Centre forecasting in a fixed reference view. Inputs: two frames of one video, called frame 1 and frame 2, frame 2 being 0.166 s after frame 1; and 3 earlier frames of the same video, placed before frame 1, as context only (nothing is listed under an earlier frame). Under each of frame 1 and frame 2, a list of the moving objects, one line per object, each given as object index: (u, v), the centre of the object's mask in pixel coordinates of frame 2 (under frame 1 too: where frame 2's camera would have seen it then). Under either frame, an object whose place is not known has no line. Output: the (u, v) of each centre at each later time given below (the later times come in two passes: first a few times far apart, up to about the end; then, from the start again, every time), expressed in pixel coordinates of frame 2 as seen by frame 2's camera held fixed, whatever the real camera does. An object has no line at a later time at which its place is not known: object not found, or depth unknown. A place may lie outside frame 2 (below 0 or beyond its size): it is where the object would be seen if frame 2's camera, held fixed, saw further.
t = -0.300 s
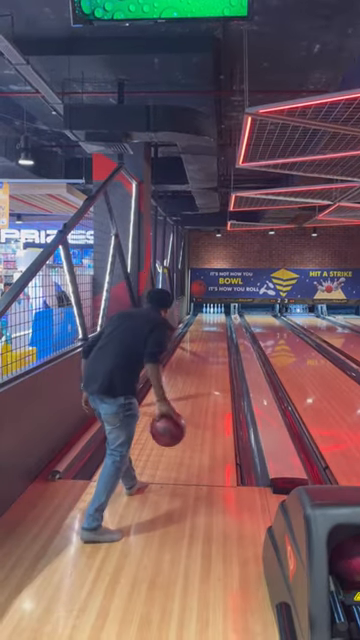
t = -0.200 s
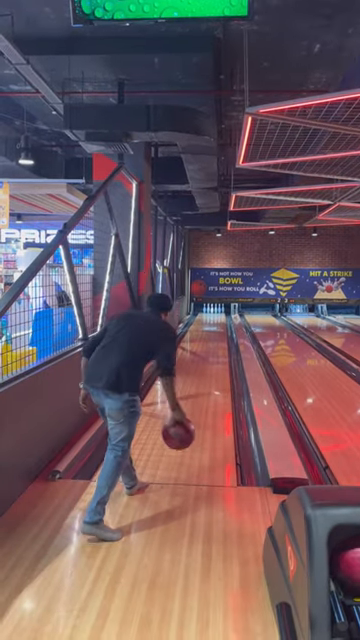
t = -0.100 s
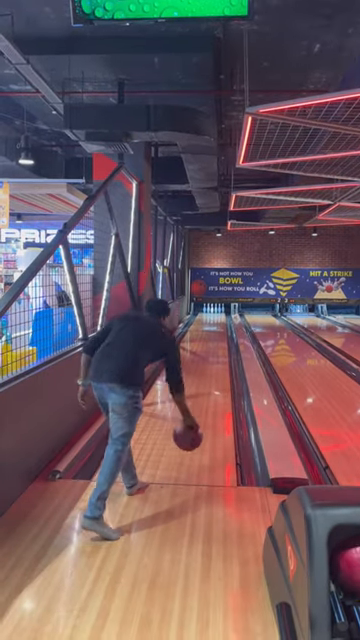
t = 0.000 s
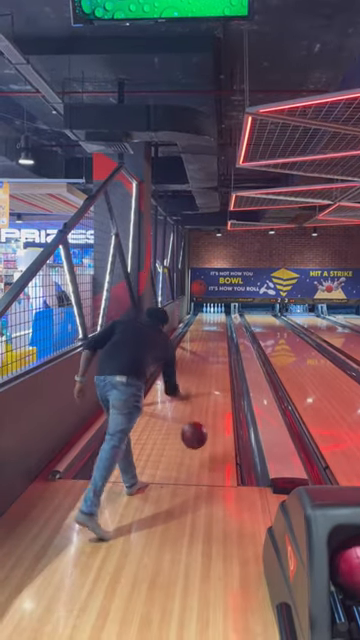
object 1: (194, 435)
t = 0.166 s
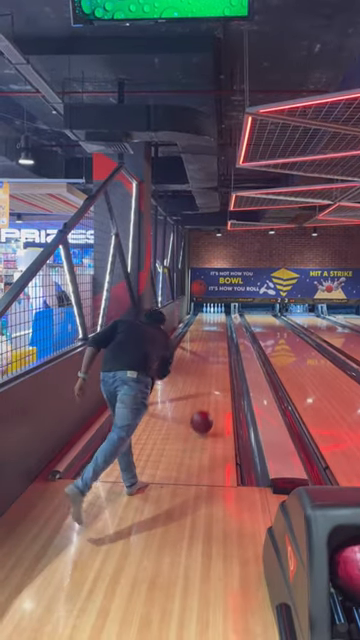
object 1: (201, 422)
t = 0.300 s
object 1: (205, 408)
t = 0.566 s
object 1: (211, 386)
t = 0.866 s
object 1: (213, 369)
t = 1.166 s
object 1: (215, 358)
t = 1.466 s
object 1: (214, 350)
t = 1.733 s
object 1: (214, 344)
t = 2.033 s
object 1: (214, 339)
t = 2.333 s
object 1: (214, 334)
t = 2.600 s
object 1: (213, 329)
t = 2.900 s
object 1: (213, 326)
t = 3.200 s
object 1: (212, 323)
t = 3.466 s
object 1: (212, 322)
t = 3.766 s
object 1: (211, 318)
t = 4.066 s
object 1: (211, 316)
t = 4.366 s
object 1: (210, 314)
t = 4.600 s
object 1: (210, 313)
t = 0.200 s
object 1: (202, 419)
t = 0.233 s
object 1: (203, 415)
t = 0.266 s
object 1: (205, 411)
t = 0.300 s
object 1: (205, 408)
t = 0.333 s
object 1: (206, 404)
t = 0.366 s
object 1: (207, 401)
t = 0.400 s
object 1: (208, 399)
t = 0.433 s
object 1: (209, 396)
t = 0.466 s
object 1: (209, 393)
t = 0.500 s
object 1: (210, 390)
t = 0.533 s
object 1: (210, 388)
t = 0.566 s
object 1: (211, 386)
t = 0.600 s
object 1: (211, 383)
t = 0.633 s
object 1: (211, 381)
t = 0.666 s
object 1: (212, 379)
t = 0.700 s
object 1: (212, 378)
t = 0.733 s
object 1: (212, 376)
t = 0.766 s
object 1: (212, 374)
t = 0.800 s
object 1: (213, 372)
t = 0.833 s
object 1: (213, 371)
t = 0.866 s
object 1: (213, 369)
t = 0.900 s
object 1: (213, 368)
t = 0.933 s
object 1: (214, 367)
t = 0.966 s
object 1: (214, 365)
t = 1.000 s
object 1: (214, 364)
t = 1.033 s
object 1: (214, 362)
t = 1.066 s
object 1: (214, 361)
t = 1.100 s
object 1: (214, 360)
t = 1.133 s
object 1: (214, 359)
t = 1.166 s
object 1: (215, 358)
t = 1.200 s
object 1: (214, 357)
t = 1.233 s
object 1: (214, 356)
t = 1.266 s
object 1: (214, 356)
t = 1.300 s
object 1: (214, 355)
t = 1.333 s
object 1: (215, 354)
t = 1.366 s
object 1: (214, 352)
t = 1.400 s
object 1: (214, 352)
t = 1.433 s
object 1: (214, 351)
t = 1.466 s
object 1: (214, 350)
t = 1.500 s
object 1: (214, 349)
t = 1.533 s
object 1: (214, 348)
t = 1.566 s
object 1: (215, 348)
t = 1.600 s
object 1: (215, 347)
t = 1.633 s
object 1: (214, 346)
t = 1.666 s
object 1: (215, 346)
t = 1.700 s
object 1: (214, 344)
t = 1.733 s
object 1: (214, 344)
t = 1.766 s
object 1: (214, 343)
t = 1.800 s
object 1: (215, 342)
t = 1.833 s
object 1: (214, 343)
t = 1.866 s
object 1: (214, 341)
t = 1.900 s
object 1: (214, 340)
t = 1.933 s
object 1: (214, 340)
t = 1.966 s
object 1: (214, 340)
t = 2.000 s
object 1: (214, 338)
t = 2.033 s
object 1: (214, 339)
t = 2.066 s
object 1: (214, 337)
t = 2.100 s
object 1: (214, 337)
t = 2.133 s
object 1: (214, 336)
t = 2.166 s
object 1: (214, 336)
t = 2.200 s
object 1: (214, 335)
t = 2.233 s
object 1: (214, 335)
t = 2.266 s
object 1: (214, 334)
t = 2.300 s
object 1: (214, 334)
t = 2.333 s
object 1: (214, 334)
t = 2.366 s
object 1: (214, 334)
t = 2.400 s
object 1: (214, 333)
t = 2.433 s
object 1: (214, 332)
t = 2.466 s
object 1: (213, 332)
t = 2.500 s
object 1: (214, 331)
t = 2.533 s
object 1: (213, 330)
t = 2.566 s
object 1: (213, 329)
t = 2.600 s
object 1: (213, 329)
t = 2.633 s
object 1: (213, 329)
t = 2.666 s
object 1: (213, 329)
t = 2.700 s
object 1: (213, 329)
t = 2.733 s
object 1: (213, 329)
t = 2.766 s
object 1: (213, 328)
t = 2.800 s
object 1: (213, 327)
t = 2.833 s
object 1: (213, 328)
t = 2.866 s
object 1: (213, 326)
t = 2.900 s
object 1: (213, 326)
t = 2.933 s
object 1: (213, 326)
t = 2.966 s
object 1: (213, 325)
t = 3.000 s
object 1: (213, 325)
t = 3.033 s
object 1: (213, 325)
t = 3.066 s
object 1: (213, 325)
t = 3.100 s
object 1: (213, 324)
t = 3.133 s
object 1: (213, 323)
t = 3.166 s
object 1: (213, 323)
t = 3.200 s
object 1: (212, 323)
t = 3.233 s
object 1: (212, 323)
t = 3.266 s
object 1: (212, 323)
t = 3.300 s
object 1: (212, 322)
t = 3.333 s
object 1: (212, 322)
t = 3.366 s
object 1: (212, 322)
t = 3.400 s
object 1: (212, 321)
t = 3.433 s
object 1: (212, 321)
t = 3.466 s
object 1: (212, 322)
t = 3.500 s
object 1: (212, 321)
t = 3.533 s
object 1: (212, 320)
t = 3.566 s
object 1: (212, 320)
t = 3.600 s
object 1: (212, 320)
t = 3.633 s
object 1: (212, 320)
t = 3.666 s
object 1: (212, 319)
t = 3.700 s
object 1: (211, 319)
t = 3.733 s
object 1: (211, 318)
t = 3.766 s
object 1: (211, 318)
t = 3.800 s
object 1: (211, 318)
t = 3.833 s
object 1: (211, 318)
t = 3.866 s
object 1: (211, 318)
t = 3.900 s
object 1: (211, 317)
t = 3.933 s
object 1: (211, 317)
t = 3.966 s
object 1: (211, 317)
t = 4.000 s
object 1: (210, 316)
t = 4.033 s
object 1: (211, 316)
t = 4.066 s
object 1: (211, 316)
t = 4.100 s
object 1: (211, 316)
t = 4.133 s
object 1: (211, 316)
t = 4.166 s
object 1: (211, 316)
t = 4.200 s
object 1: (211, 316)
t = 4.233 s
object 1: (210, 315)
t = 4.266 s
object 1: (210, 315)
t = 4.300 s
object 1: (210, 314)
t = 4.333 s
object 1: (210, 315)
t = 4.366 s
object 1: (210, 314)
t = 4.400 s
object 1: (210, 314)
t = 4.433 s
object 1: (210, 314)
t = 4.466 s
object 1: (210, 314)
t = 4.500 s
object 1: (210, 314)
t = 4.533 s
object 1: (210, 314)
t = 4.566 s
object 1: (210, 313)
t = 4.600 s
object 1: (210, 313)
